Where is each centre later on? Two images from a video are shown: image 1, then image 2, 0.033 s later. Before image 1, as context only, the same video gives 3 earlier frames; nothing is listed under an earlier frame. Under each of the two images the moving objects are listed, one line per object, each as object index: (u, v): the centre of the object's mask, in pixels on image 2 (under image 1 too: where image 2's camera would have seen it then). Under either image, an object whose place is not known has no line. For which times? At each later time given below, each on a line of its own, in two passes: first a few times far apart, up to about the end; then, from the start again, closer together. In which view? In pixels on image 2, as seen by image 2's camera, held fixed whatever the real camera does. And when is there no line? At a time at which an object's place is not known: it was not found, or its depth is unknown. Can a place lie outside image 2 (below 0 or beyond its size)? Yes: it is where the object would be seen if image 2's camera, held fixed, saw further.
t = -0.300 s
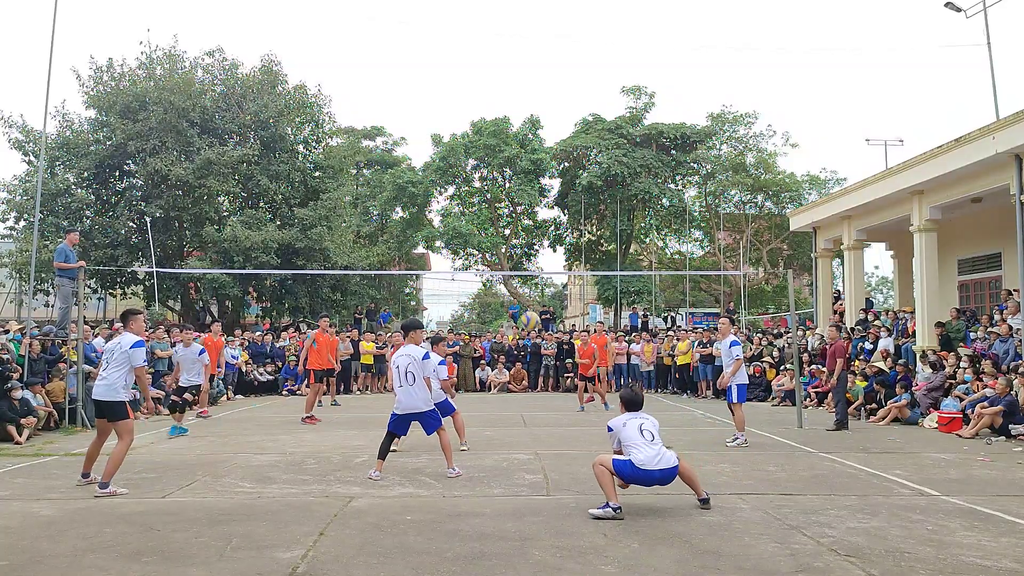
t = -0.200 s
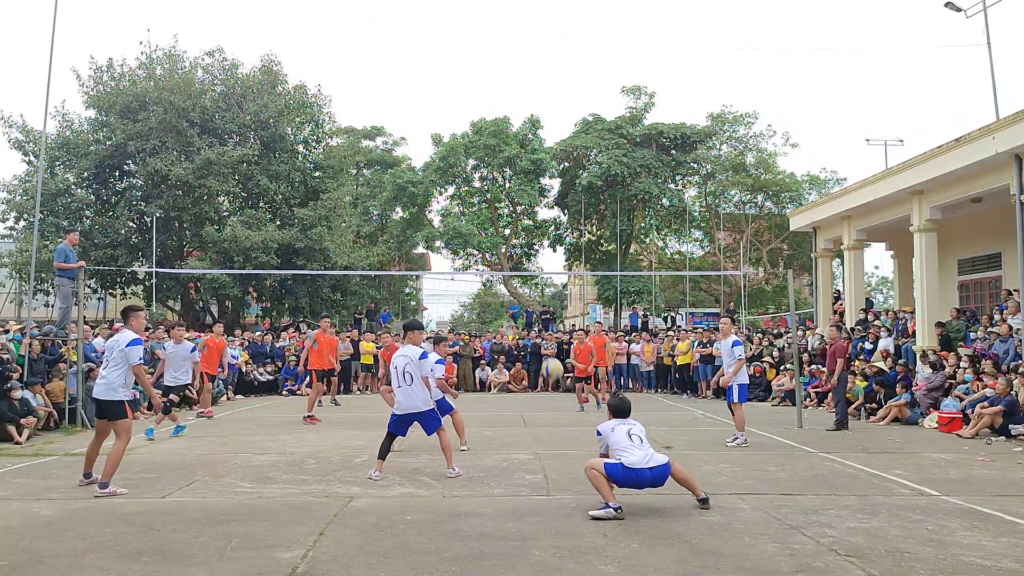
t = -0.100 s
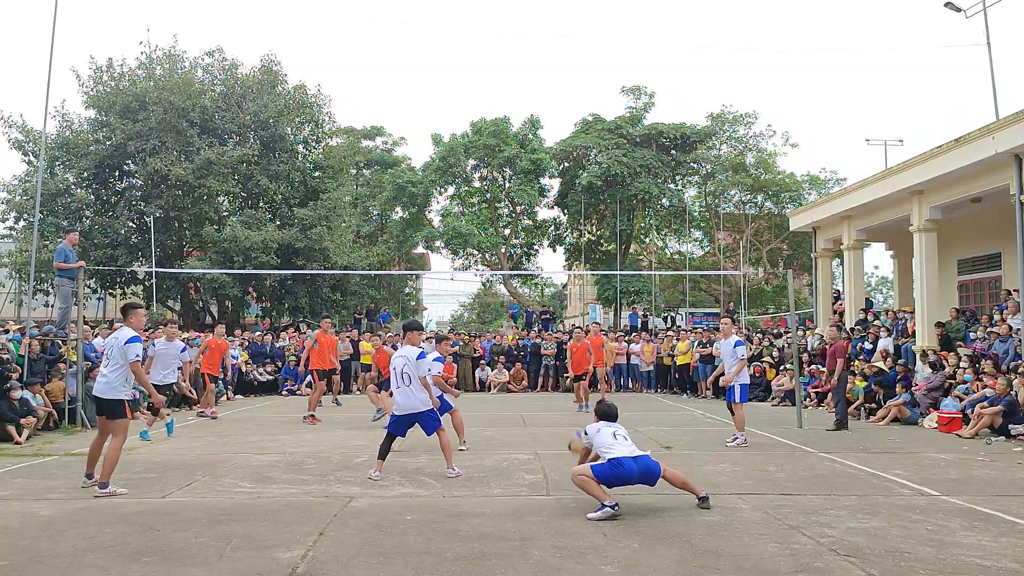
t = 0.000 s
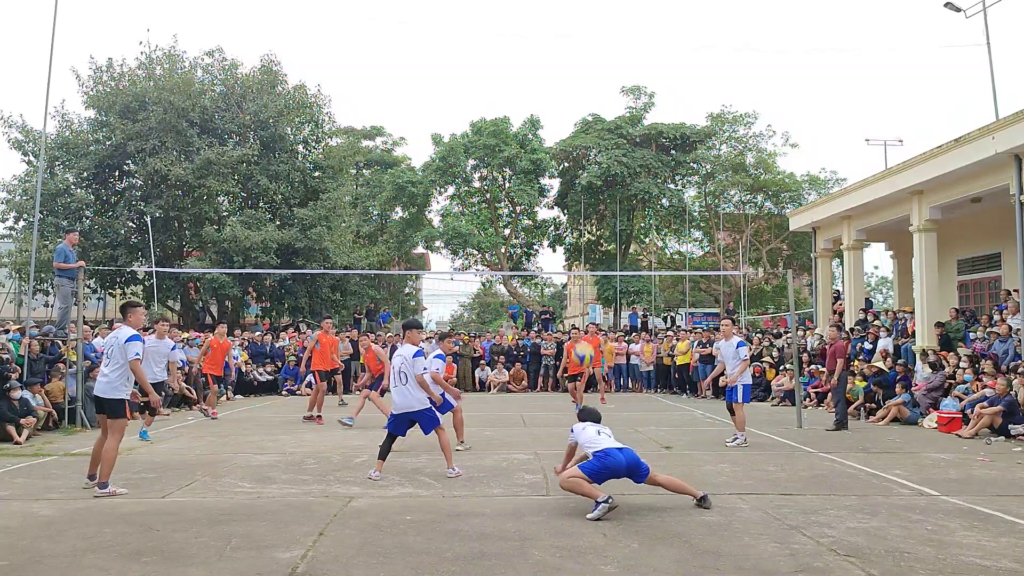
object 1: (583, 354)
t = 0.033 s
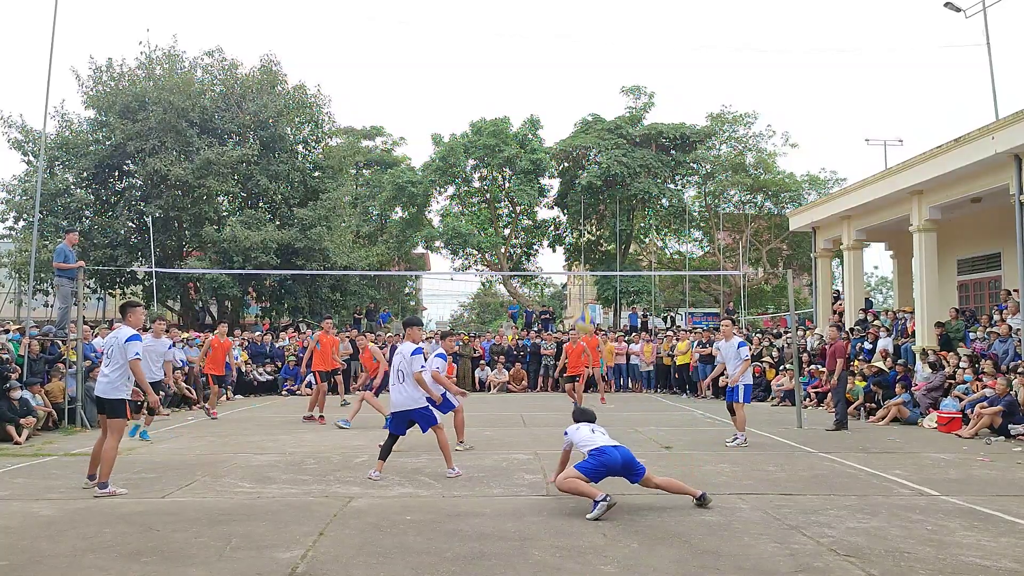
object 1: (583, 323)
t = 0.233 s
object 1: (591, 162)
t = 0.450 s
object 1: (601, 48)
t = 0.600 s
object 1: (609, 4)
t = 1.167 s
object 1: (640, 6)
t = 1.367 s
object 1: (651, 68)
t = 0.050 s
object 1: (586, 306)
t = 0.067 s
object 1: (585, 291)
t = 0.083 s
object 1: (587, 275)
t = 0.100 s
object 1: (586, 261)
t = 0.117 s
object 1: (587, 249)
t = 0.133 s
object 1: (587, 234)
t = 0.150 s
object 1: (588, 220)
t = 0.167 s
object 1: (588, 209)
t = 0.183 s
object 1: (589, 197)
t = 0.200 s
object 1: (589, 184)
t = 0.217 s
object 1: (591, 173)
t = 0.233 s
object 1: (591, 162)
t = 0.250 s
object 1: (592, 152)
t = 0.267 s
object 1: (593, 141)
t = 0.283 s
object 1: (593, 131)
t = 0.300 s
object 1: (594, 123)
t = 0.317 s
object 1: (595, 112)
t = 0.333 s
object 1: (596, 103)
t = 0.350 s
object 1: (596, 94)
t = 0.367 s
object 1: (597, 86)
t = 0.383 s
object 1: (598, 78)
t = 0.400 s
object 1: (599, 70)
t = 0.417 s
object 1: (600, 63)
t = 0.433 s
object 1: (600, 55)
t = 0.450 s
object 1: (601, 48)
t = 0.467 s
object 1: (602, 42)
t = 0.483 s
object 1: (603, 36)
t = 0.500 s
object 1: (604, 30)
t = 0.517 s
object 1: (605, 25)
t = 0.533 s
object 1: (606, 19)
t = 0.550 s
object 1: (607, 14)
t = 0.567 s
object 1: (607, 9)
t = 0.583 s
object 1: (608, 6)
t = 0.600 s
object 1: (609, 4)
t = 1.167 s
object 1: (640, 6)
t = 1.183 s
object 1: (641, 8)
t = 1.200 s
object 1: (642, 13)
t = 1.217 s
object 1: (643, 17)
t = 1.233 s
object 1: (644, 22)
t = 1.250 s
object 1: (645, 27)
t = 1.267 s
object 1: (646, 32)
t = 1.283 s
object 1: (647, 38)
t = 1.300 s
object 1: (647, 44)
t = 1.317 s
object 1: (648, 49)
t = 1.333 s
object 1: (649, 55)
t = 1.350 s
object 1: (650, 62)
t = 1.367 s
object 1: (651, 68)
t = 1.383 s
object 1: (652, 75)
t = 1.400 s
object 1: (653, 82)
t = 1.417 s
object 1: (654, 89)
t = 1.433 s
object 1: (655, 96)
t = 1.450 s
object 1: (655, 103)
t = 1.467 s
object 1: (656, 111)
